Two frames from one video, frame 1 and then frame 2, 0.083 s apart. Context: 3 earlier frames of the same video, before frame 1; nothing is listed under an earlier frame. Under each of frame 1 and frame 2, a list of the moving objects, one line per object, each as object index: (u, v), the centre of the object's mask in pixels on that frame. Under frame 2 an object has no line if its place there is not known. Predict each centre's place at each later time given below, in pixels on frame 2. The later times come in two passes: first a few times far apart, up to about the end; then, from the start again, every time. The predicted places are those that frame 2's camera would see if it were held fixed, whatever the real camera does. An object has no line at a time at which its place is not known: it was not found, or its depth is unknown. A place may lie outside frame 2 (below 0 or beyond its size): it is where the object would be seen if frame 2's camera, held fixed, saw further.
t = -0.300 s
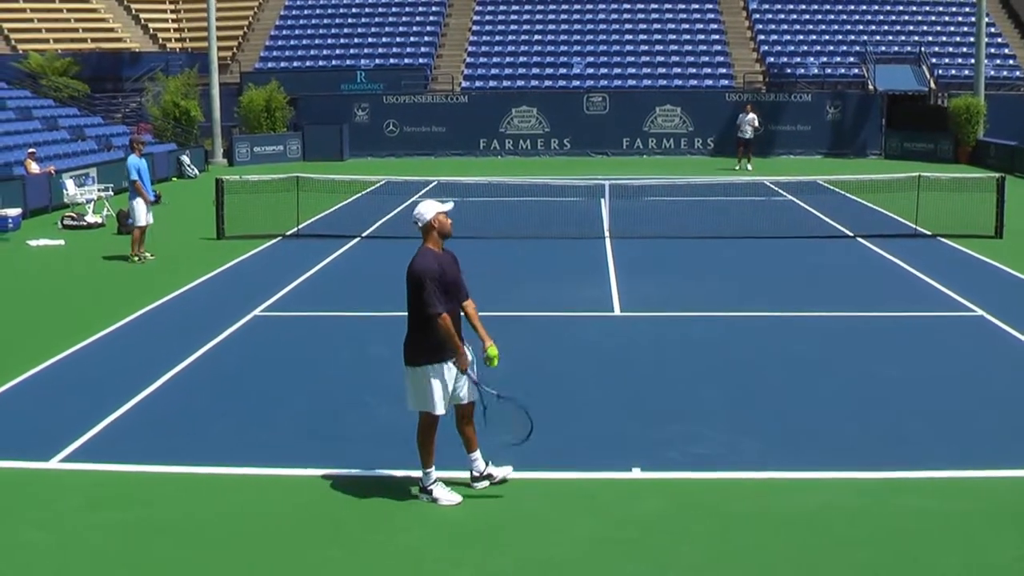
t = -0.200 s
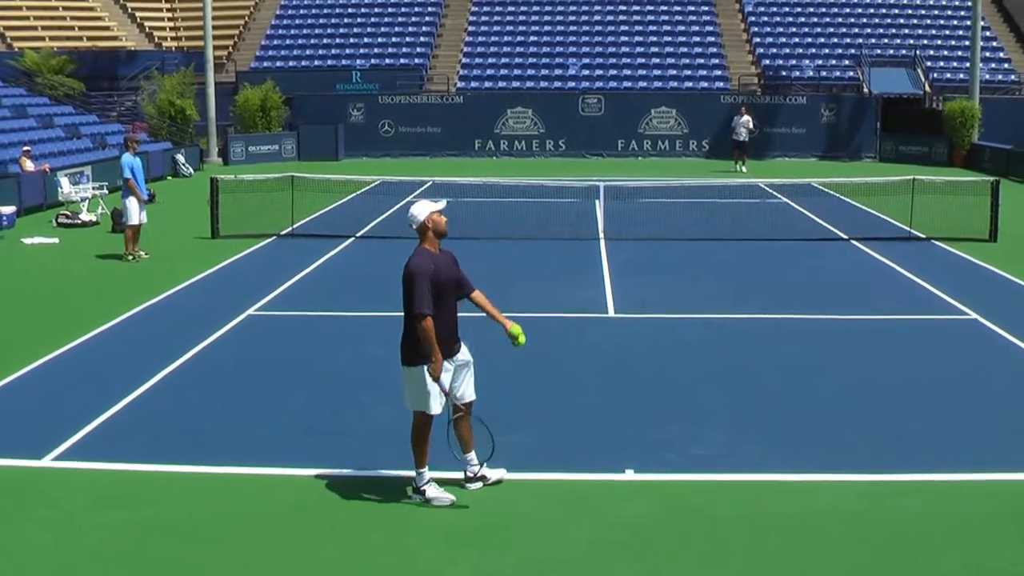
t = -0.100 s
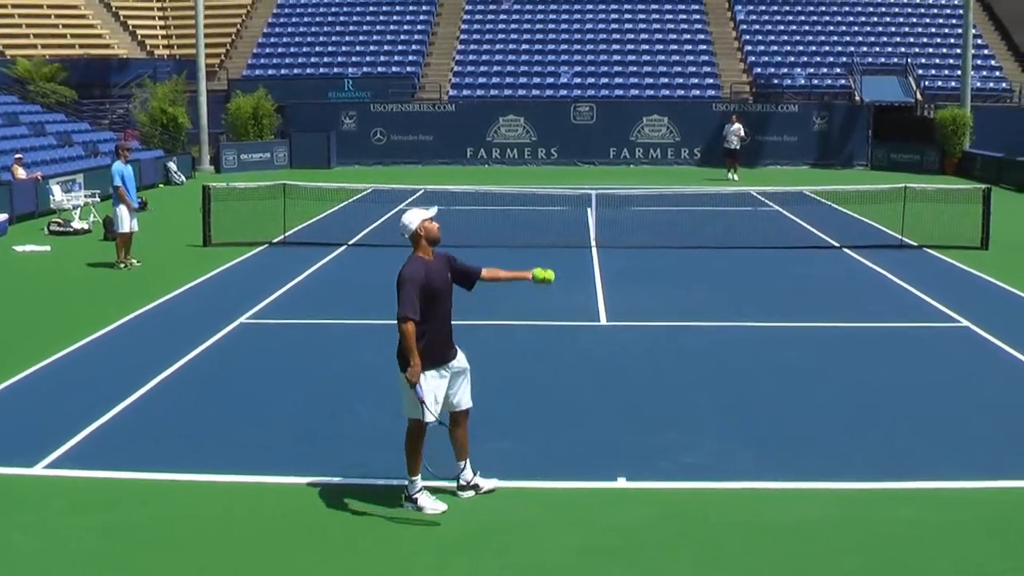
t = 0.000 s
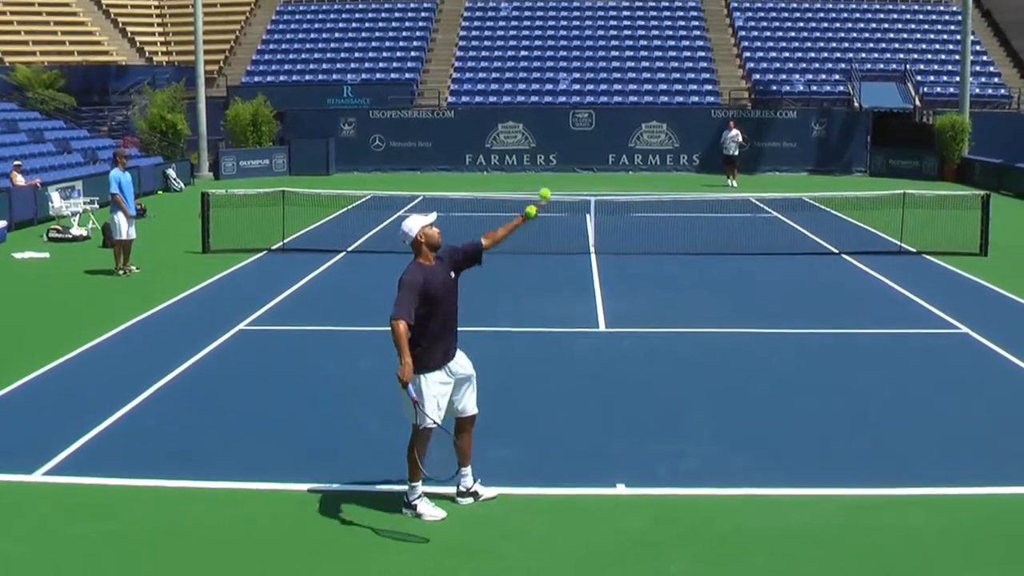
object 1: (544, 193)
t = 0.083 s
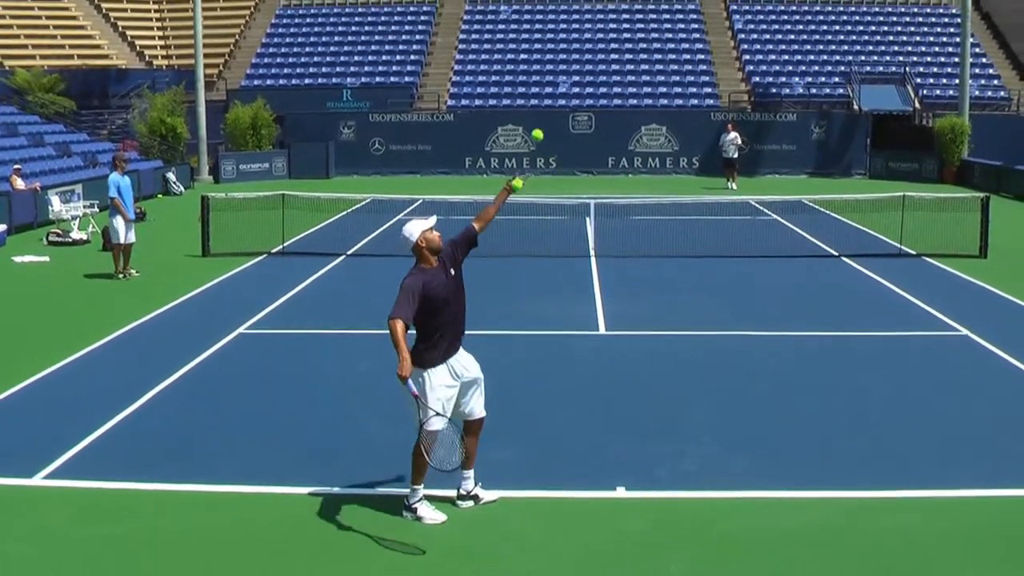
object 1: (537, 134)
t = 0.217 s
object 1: (525, 59)
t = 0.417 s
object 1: (509, 4)
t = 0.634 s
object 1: (493, 14)
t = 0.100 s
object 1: (535, 124)
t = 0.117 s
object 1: (534, 113)
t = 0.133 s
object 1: (533, 103)
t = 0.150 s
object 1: (531, 93)
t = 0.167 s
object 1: (530, 84)
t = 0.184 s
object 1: (529, 76)
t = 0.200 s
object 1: (526, 68)
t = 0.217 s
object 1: (525, 59)
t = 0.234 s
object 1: (524, 53)
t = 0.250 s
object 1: (523, 46)
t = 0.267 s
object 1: (521, 39)
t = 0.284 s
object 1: (520, 34)
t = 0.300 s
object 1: (519, 28)
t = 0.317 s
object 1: (517, 23)
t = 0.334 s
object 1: (516, 19)
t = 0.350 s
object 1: (513, 14)
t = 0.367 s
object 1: (512, 12)
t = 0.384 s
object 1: (511, 8)
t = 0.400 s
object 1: (510, 5)
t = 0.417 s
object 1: (509, 4)
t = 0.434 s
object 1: (508, 2)
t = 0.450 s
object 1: (507, 1)
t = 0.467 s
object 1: (505, -1)
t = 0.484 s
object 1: (504, -1)
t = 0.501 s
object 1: (503, -2)
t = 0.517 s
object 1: (502, -1)
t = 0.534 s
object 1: (500, -1)
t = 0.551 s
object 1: (498, 1)
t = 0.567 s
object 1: (497, 3)
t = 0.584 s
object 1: (496, 5)
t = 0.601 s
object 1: (495, 8)
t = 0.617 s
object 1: (494, 11)
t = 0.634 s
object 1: (493, 14)
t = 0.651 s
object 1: (491, 18)
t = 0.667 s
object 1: (490, 22)
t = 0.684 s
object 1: (489, 27)
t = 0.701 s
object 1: (488, 33)
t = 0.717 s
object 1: (487, 38)
